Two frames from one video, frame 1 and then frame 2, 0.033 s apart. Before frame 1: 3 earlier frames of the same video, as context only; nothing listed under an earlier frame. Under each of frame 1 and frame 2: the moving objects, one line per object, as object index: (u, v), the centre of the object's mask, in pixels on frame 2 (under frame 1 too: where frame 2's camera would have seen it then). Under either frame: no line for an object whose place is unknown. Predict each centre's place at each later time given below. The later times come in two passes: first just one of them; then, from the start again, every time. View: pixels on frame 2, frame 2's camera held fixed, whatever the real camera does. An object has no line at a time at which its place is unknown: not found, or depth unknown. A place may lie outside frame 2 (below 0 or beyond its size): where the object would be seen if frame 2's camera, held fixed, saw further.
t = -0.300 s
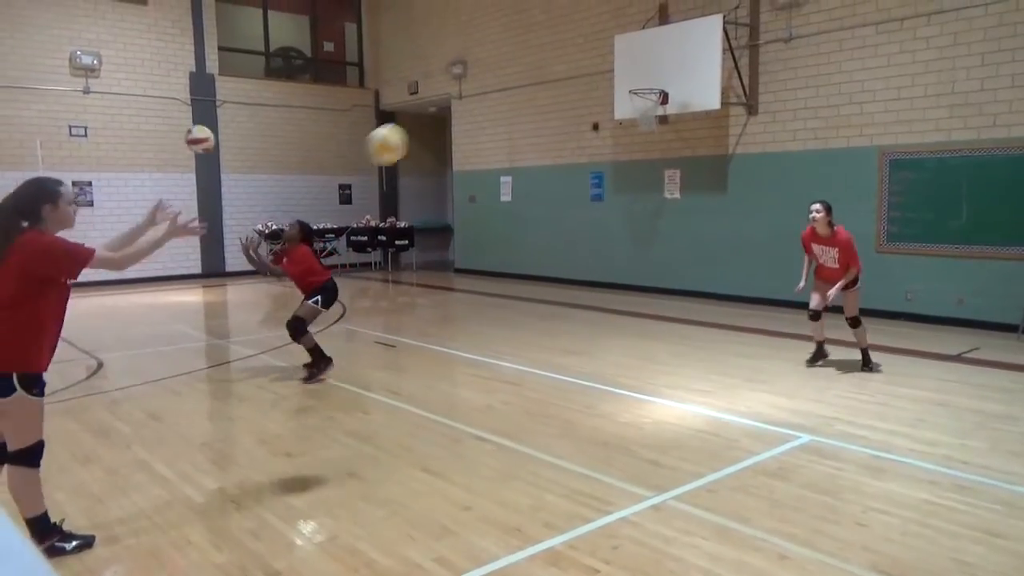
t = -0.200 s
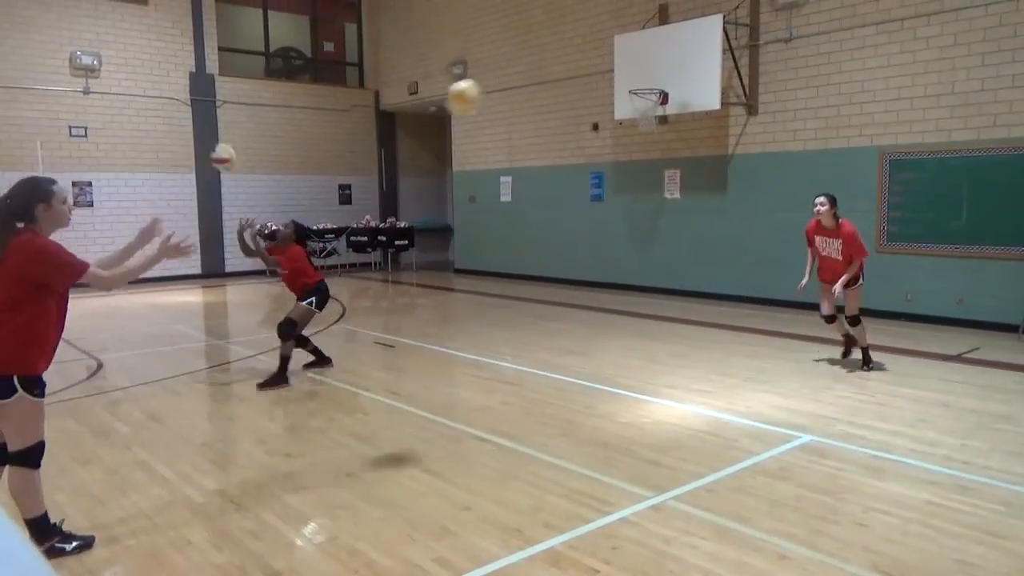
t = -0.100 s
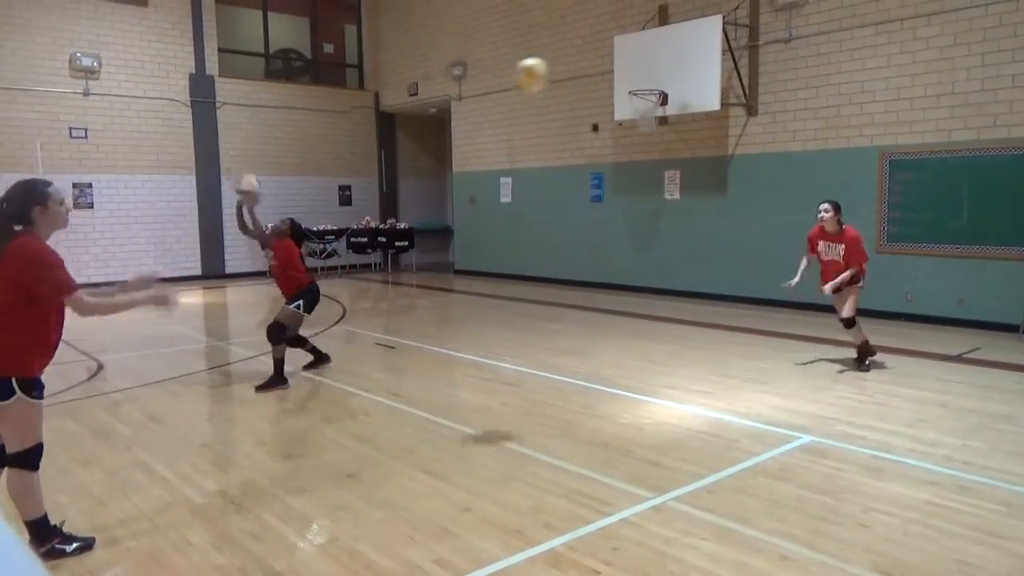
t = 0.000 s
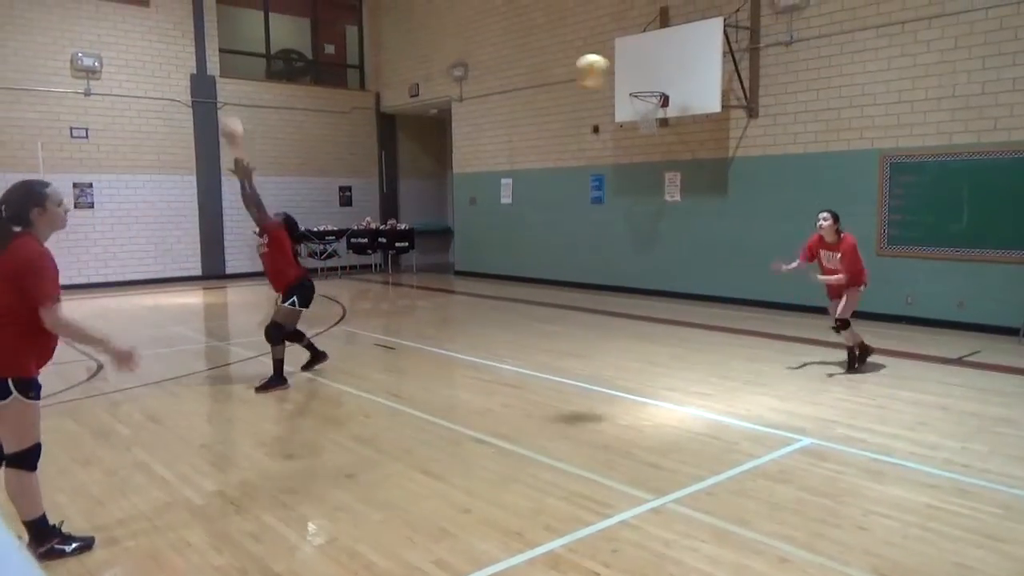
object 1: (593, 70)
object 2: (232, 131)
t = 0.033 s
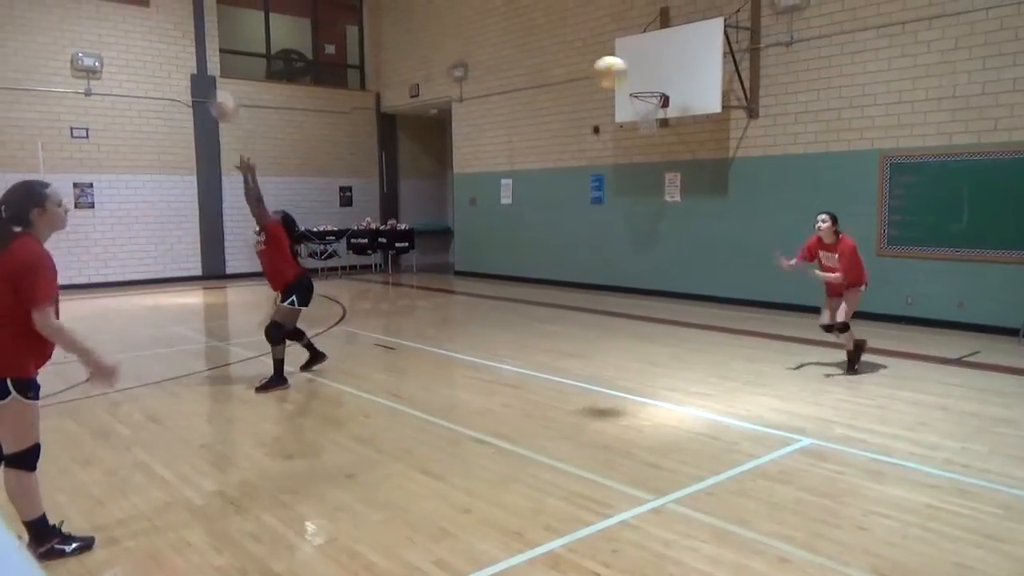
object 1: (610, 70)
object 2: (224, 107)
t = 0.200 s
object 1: (690, 100)
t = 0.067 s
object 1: (628, 73)
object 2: (214, 83)
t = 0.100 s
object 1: (644, 78)
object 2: (205, 59)
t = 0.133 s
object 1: (661, 84)
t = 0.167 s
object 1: (676, 90)
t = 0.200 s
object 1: (690, 100)
